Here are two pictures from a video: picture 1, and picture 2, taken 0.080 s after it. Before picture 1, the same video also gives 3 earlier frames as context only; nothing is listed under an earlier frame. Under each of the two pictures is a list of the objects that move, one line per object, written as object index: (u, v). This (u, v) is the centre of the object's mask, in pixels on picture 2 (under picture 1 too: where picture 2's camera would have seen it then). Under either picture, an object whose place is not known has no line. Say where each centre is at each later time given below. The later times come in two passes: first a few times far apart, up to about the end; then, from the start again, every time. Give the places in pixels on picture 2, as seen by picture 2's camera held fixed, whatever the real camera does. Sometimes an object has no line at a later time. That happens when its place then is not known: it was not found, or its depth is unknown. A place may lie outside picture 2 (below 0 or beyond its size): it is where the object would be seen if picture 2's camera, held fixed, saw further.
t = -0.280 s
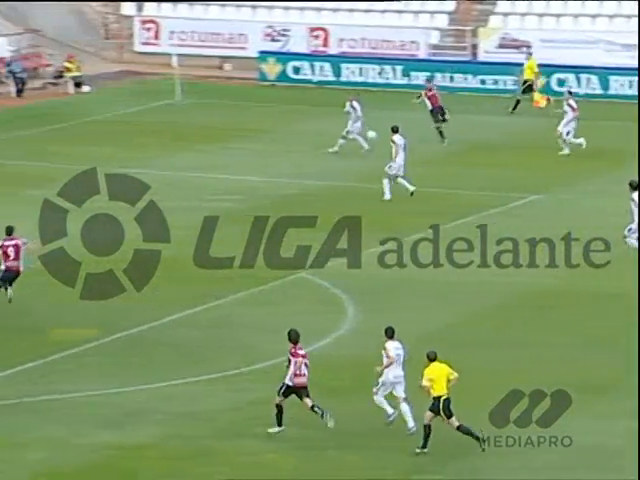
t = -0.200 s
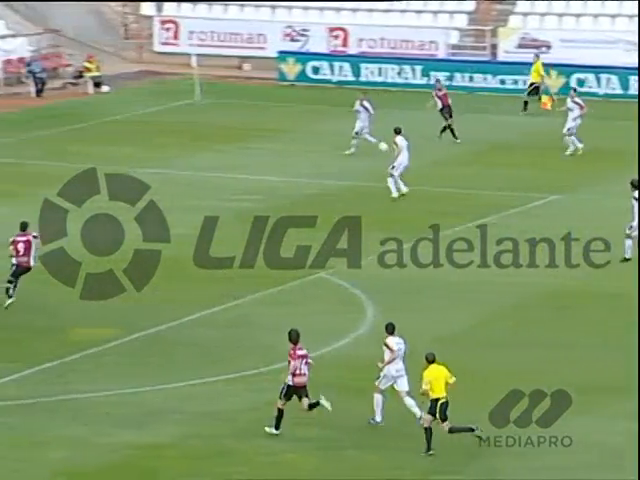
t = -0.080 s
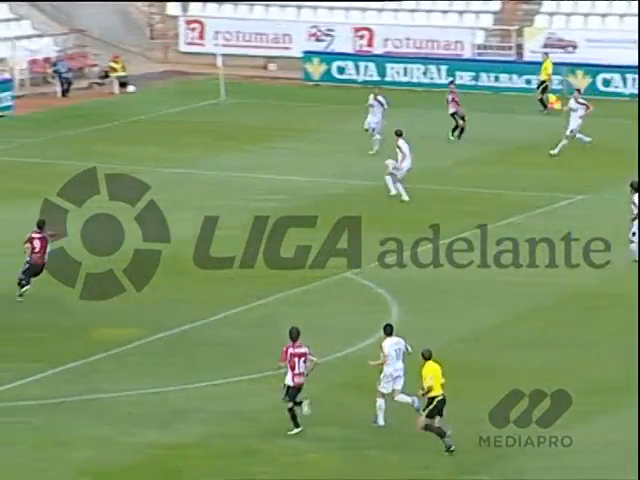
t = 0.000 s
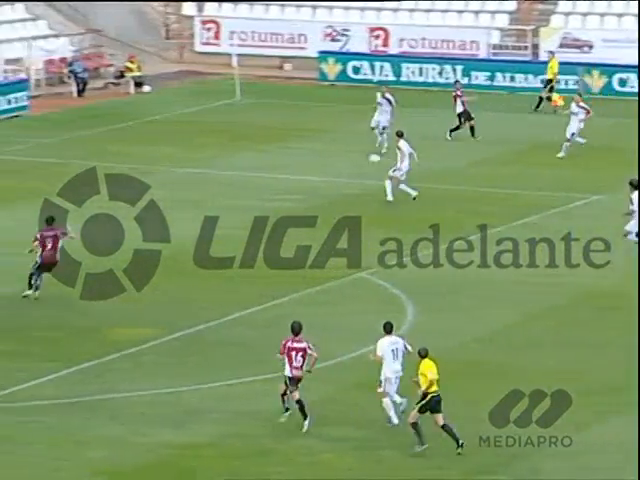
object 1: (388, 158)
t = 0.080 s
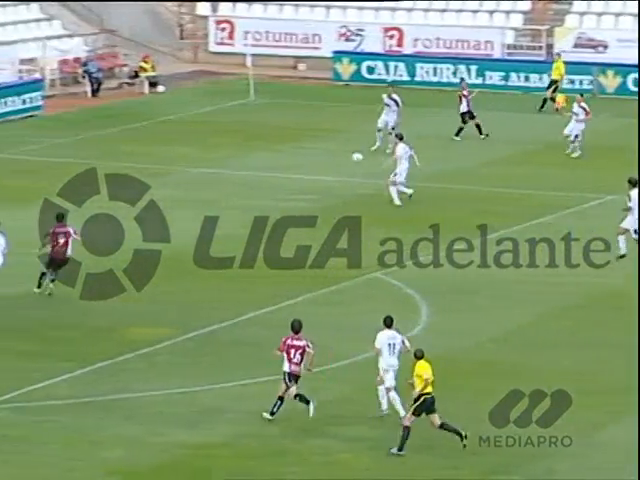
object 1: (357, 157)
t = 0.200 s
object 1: (310, 160)
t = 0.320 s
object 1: (264, 170)
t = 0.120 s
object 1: (341, 157)
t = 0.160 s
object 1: (326, 158)
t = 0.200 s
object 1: (310, 160)
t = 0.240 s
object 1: (295, 163)
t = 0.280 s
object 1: (280, 166)
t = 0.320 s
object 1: (264, 170)
